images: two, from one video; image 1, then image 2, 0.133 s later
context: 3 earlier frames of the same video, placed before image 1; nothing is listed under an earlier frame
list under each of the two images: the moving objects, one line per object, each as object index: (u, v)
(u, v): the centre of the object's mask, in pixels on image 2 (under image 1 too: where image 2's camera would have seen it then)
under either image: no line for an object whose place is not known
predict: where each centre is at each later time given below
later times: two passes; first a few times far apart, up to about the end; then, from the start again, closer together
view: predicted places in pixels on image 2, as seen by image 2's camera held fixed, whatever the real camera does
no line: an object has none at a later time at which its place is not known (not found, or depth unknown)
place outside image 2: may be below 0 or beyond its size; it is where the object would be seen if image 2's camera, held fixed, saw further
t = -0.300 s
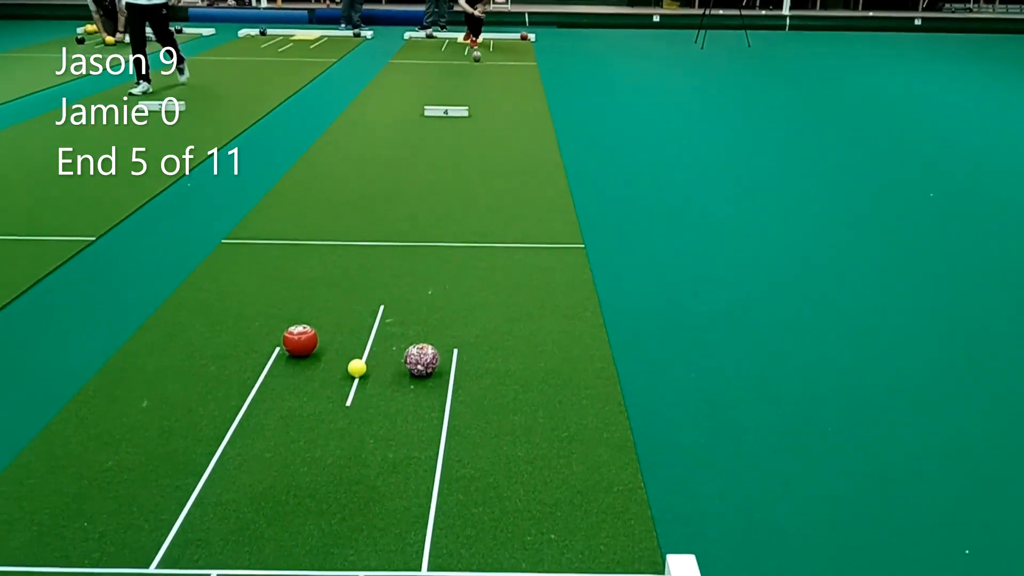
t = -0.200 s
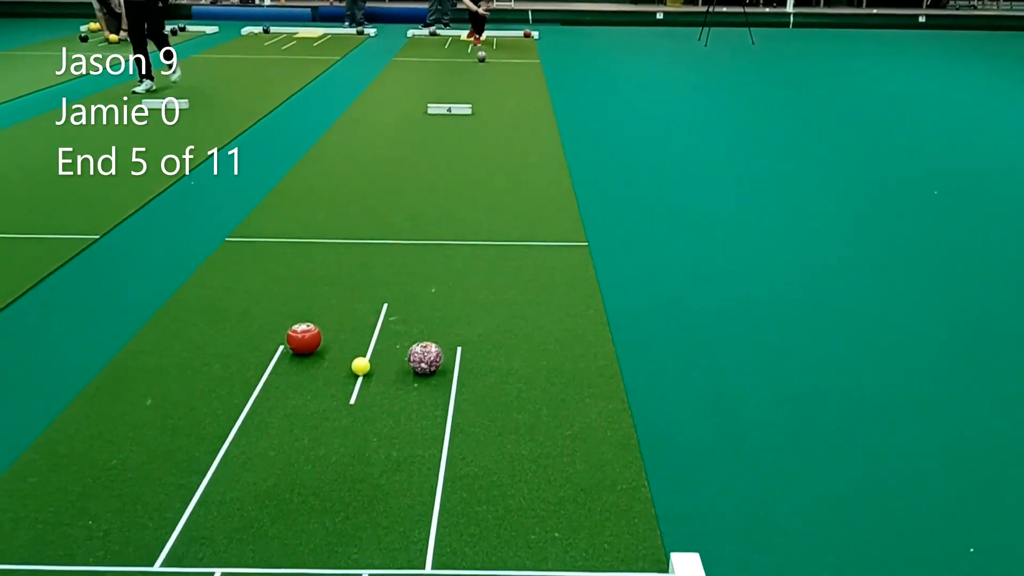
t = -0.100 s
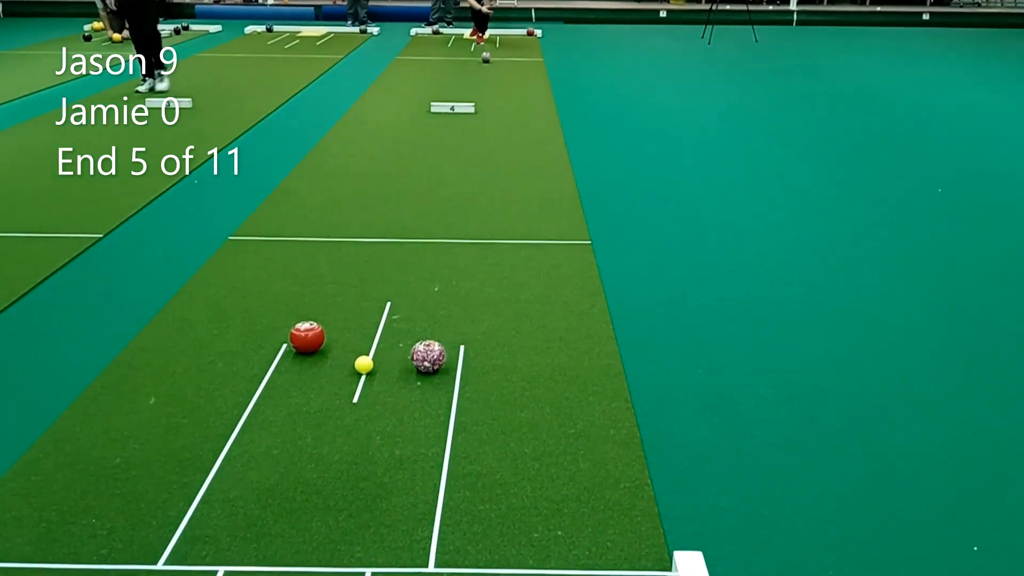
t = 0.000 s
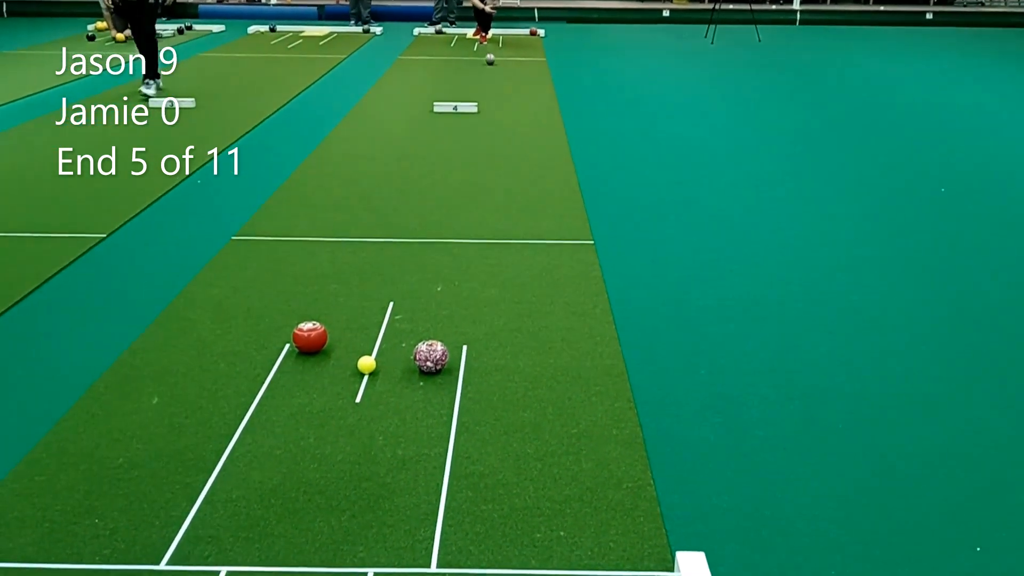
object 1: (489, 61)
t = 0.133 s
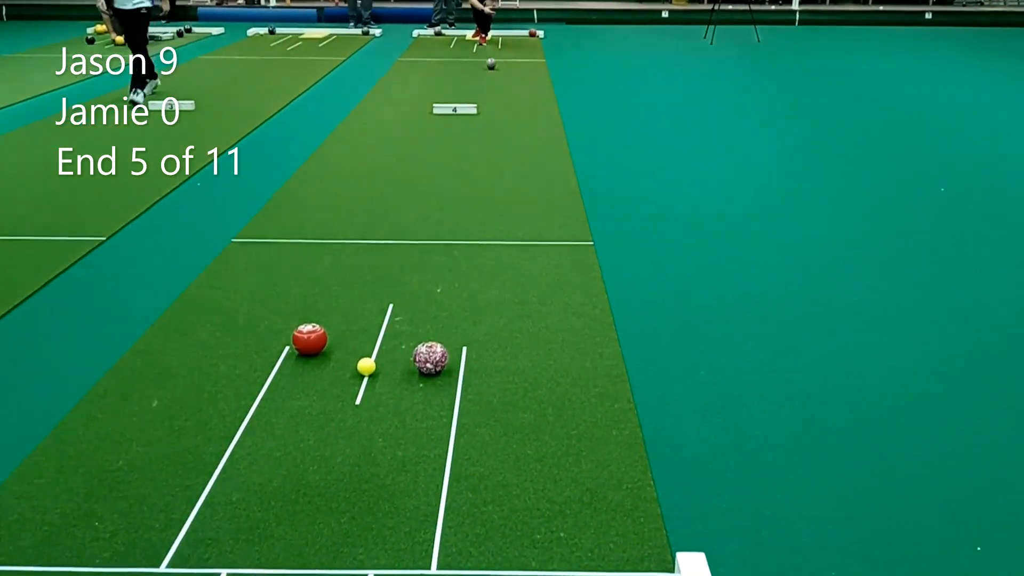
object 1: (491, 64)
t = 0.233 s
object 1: (492, 66)
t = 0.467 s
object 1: (495, 72)
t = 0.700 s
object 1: (498, 78)
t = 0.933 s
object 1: (501, 85)
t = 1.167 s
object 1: (503, 90)
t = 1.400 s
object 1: (505, 97)
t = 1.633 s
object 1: (507, 105)
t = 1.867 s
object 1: (508, 112)
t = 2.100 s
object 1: (509, 120)
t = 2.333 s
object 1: (509, 129)
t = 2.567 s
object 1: (509, 137)
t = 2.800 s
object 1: (509, 147)
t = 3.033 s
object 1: (507, 157)
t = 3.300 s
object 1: (504, 168)
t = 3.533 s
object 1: (500, 178)
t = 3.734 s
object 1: (496, 187)
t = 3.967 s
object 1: (491, 198)
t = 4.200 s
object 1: (484, 209)
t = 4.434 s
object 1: (477, 220)
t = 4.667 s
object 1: (469, 231)
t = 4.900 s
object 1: (459, 242)
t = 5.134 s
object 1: (449, 253)
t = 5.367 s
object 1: (437, 264)
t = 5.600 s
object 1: (426, 274)
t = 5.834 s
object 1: (414, 284)
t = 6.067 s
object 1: (403, 292)
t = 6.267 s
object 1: (393, 300)
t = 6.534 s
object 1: (381, 308)
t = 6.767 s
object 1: (370, 314)
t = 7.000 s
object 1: (360, 320)
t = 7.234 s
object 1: (351, 324)
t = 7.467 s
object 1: (344, 328)
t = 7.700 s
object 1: (339, 329)
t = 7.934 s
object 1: (339, 329)
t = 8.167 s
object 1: (340, 328)
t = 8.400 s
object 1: (340, 329)
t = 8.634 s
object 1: (340, 328)
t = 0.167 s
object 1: (492, 65)
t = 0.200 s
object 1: (492, 66)
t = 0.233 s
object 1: (492, 66)
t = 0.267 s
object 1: (493, 67)
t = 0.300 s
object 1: (493, 68)
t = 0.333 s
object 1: (494, 69)
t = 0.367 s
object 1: (494, 70)
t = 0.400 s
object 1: (494, 70)
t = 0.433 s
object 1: (495, 71)
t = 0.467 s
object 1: (495, 72)
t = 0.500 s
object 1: (496, 73)
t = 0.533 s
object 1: (496, 74)
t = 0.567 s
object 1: (496, 75)
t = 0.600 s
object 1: (497, 76)
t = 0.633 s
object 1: (497, 77)
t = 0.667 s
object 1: (498, 77)
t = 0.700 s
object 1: (498, 78)
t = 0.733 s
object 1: (498, 79)
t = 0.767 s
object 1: (499, 80)
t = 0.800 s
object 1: (499, 81)
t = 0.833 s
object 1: (500, 82)
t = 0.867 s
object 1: (500, 83)
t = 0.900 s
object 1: (500, 84)
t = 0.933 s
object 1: (501, 85)
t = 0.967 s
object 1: (501, 85)
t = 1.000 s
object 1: (501, 86)
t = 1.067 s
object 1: (502, 87)
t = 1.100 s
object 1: (502, 88)
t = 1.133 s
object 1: (503, 89)
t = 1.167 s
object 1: (503, 90)
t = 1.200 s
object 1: (503, 91)
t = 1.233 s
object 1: (503, 92)
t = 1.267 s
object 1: (504, 93)
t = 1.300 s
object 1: (504, 94)
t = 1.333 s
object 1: (504, 95)
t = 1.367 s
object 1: (505, 96)
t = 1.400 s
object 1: (505, 97)
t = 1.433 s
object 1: (505, 98)
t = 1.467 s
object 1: (505, 99)
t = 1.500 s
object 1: (506, 101)
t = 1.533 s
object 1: (506, 102)
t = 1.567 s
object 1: (506, 103)
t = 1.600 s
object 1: (507, 103)
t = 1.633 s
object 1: (507, 105)
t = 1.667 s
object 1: (507, 106)
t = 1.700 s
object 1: (507, 107)
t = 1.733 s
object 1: (507, 108)
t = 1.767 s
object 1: (507, 109)
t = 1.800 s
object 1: (508, 110)
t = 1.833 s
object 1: (508, 111)
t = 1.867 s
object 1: (508, 112)
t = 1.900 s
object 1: (508, 114)
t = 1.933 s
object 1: (508, 114)
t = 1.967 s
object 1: (508, 116)
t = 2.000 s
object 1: (508, 117)
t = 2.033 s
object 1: (509, 118)
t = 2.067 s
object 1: (509, 119)
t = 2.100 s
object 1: (509, 120)
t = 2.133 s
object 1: (509, 121)
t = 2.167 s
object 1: (509, 123)
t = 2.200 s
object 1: (509, 124)
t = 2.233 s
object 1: (509, 125)
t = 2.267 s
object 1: (509, 127)
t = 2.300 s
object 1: (509, 128)
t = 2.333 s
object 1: (509, 129)
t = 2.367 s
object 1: (509, 130)
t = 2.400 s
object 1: (509, 131)
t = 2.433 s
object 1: (509, 133)
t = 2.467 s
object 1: (509, 134)
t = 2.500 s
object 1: (509, 135)
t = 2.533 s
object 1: (509, 136)
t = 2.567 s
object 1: (509, 137)
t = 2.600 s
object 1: (509, 139)
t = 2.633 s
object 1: (509, 140)
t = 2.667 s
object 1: (509, 142)
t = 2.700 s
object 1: (509, 143)
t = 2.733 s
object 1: (509, 144)
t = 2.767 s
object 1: (509, 146)
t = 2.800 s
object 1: (509, 147)
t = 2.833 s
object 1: (509, 148)
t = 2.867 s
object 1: (508, 149)
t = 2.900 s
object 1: (508, 151)
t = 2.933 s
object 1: (507, 152)
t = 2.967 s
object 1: (507, 154)
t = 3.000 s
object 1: (507, 155)
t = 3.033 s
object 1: (507, 157)
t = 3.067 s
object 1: (506, 158)
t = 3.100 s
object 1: (506, 160)
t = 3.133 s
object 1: (506, 161)
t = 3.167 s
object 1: (505, 162)
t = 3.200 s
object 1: (505, 163)
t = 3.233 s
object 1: (504, 165)
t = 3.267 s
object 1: (504, 166)
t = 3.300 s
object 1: (504, 168)
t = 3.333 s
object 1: (503, 169)
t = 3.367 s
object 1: (503, 171)
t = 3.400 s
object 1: (502, 172)
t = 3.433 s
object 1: (502, 174)
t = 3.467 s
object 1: (501, 175)
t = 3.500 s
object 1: (501, 177)
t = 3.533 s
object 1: (500, 178)
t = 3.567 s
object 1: (500, 179)
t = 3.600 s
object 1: (499, 181)
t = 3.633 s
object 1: (498, 183)
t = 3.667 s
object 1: (498, 184)
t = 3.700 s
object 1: (497, 186)
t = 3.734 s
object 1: (496, 187)
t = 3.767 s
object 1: (496, 189)
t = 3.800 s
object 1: (495, 190)
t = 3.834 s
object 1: (494, 192)
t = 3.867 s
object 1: (493, 193)
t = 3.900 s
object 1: (493, 195)
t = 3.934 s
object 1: (492, 196)
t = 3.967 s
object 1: (491, 198)
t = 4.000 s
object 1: (490, 199)
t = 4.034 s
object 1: (489, 201)
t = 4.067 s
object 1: (488, 203)
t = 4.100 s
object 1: (487, 204)
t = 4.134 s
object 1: (487, 206)
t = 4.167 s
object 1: (485, 207)
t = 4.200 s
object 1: (484, 209)
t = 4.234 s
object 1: (483, 210)
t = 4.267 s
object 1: (482, 212)
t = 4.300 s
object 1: (481, 214)
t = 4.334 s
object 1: (480, 215)
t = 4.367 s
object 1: (479, 217)
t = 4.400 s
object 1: (478, 218)
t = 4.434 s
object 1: (477, 220)
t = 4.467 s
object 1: (476, 222)
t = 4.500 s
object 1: (475, 223)
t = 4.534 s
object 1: (474, 225)
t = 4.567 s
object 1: (473, 226)
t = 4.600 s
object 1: (471, 228)
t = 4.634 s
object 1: (470, 229)
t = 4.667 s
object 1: (469, 231)
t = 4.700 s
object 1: (467, 233)
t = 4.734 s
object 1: (466, 234)
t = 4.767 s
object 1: (464, 236)
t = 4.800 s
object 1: (463, 238)
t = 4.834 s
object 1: (462, 239)
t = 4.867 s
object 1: (461, 241)
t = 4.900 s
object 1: (459, 242)
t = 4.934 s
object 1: (458, 244)
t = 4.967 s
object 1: (456, 245)
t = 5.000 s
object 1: (455, 247)
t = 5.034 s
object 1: (454, 248)
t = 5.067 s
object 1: (452, 250)
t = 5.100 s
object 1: (450, 252)
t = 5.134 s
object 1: (449, 253)
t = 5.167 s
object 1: (447, 255)
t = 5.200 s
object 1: (446, 256)
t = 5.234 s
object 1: (444, 258)
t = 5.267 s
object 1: (442, 259)
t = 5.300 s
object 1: (441, 261)
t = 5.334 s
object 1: (439, 262)
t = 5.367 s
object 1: (437, 264)
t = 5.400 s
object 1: (436, 265)
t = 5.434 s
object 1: (434, 267)
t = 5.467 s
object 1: (433, 268)
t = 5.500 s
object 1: (431, 269)
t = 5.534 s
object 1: (429, 271)
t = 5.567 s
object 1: (428, 272)
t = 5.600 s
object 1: (426, 274)
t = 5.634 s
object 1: (424, 275)
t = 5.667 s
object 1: (423, 277)
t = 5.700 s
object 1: (421, 278)
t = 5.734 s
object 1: (420, 279)
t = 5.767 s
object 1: (418, 281)
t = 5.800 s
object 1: (416, 282)
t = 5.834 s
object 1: (414, 284)
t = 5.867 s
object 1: (413, 285)
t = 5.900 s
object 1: (411, 286)
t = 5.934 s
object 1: (409, 287)
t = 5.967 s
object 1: (408, 289)
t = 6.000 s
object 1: (406, 290)
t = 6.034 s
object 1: (404, 291)
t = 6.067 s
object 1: (403, 292)
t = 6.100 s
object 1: (401, 294)
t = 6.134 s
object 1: (399, 295)
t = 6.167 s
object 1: (398, 296)
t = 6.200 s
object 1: (396, 297)
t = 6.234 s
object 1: (395, 298)
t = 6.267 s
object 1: (393, 300)
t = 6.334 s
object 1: (391, 301)
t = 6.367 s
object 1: (390, 302)
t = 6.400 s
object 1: (388, 303)
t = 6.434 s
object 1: (386, 304)
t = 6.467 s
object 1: (384, 305)
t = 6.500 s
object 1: (383, 306)
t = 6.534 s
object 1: (381, 308)
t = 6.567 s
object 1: (380, 308)
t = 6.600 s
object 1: (378, 309)
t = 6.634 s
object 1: (377, 310)
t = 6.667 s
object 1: (375, 311)
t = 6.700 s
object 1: (374, 312)
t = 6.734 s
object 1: (372, 313)
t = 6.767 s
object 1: (370, 314)
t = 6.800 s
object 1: (369, 315)
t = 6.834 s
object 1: (368, 316)
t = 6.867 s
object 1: (366, 317)
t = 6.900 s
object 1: (365, 318)
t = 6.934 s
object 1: (363, 319)
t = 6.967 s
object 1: (362, 319)
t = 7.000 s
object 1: (360, 320)
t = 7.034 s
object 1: (359, 321)
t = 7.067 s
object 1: (358, 322)
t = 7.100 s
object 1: (356, 322)
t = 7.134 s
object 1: (355, 323)
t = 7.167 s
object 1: (354, 323)
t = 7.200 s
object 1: (353, 324)
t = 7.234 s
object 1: (351, 324)
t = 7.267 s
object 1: (350, 325)
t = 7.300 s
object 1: (349, 326)
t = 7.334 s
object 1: (348, 326)
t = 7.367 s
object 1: (347, 327)
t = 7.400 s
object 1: (346, 327)
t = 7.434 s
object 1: (345, 327)
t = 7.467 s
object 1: (344, 328)
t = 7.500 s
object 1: (343, 328)
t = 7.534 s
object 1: (342, 328)
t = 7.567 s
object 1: (341, 328)
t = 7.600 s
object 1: (341, 329)
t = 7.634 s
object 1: (340, 329)
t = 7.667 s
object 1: (340, 329)
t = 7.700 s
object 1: (339, 329)
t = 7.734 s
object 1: (339, 329)
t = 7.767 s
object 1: (339, 329)
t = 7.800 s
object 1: (339, 329)
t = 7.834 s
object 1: (339, 329)
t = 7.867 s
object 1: (339, 329)
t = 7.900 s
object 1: (339, 329)
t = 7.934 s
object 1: (339, 329)
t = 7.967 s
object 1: (339, 329)
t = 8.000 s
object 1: (340, 329)
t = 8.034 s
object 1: (340, 329)
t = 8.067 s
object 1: (340, 329)
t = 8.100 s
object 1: (340, 329)
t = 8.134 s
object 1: (341, 328)
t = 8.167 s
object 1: (340, 328)
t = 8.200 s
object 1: (341, 329)
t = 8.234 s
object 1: (340, 329)
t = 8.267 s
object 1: (340, 329)
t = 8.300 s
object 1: (340, 329)
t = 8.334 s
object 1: (340, 329)
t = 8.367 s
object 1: (340, 329)
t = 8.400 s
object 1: (340, 329)
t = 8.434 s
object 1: (339, 329)
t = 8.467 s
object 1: (340, 329)
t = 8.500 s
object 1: (340, 329)
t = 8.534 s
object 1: (340, 329)
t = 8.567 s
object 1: (340, 329)
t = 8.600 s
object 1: (340, 329)
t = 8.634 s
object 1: (340, 328)
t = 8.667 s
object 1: (340, 329)
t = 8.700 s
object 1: (340, 329)
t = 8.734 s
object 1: (340, 329)
